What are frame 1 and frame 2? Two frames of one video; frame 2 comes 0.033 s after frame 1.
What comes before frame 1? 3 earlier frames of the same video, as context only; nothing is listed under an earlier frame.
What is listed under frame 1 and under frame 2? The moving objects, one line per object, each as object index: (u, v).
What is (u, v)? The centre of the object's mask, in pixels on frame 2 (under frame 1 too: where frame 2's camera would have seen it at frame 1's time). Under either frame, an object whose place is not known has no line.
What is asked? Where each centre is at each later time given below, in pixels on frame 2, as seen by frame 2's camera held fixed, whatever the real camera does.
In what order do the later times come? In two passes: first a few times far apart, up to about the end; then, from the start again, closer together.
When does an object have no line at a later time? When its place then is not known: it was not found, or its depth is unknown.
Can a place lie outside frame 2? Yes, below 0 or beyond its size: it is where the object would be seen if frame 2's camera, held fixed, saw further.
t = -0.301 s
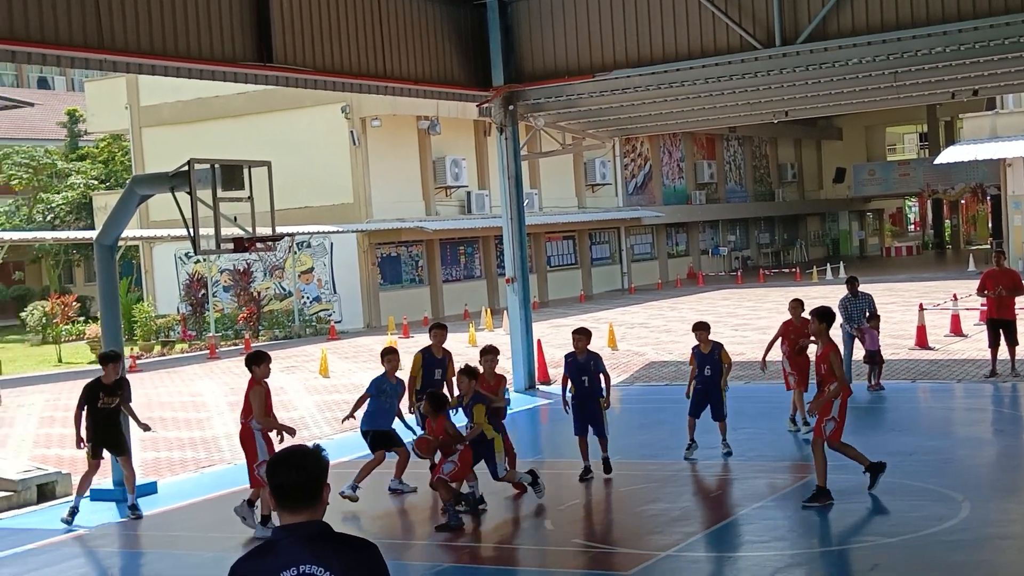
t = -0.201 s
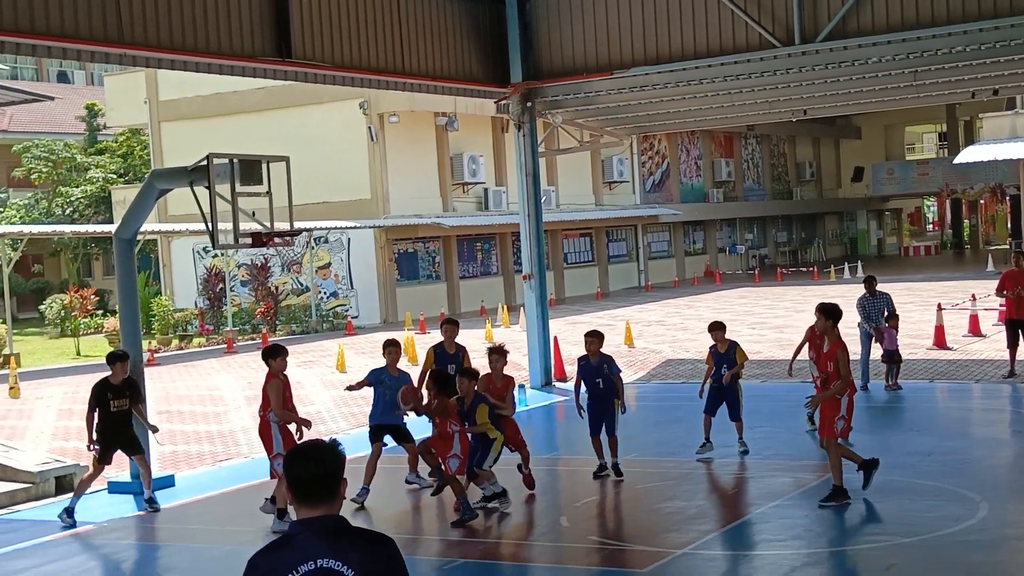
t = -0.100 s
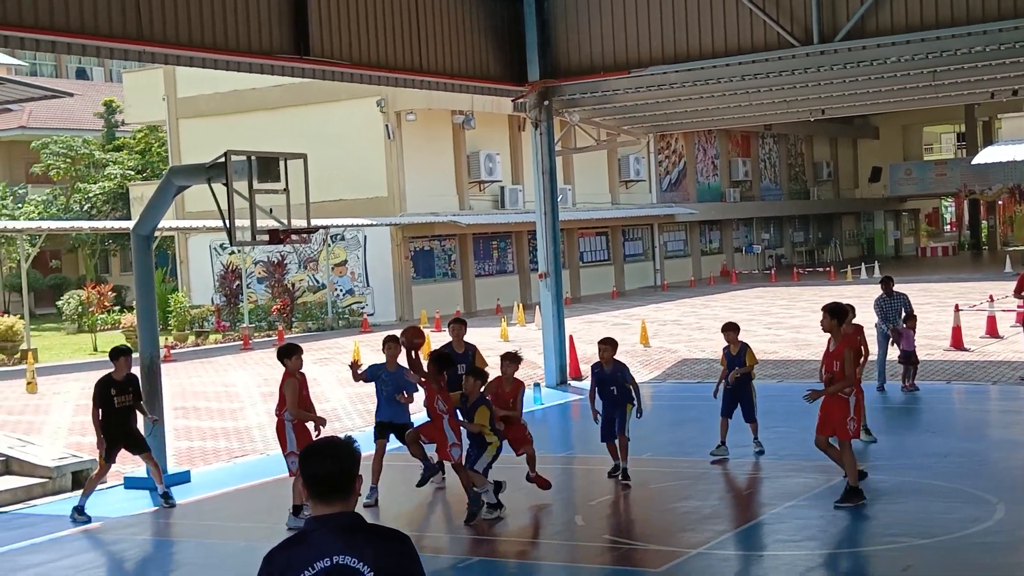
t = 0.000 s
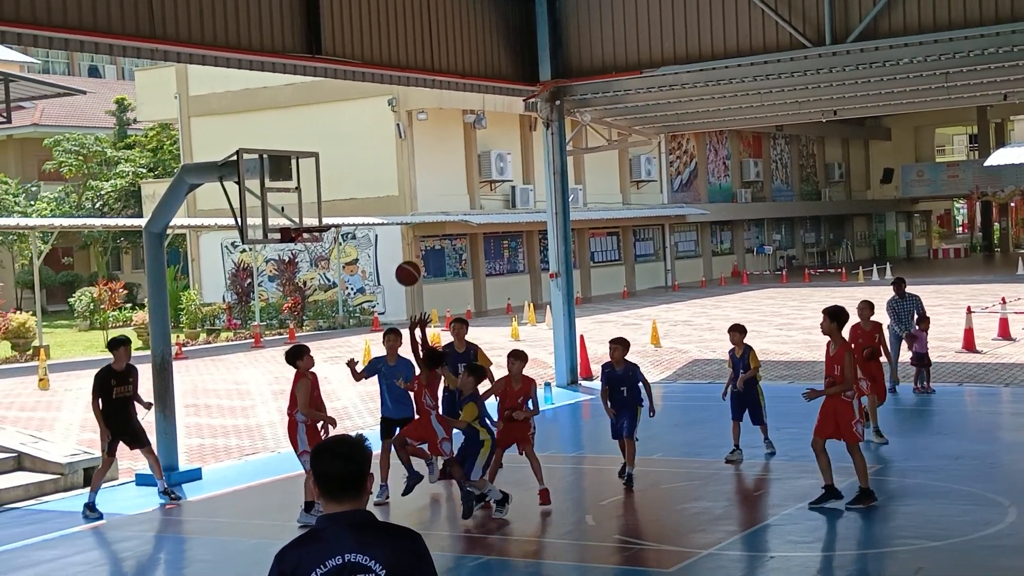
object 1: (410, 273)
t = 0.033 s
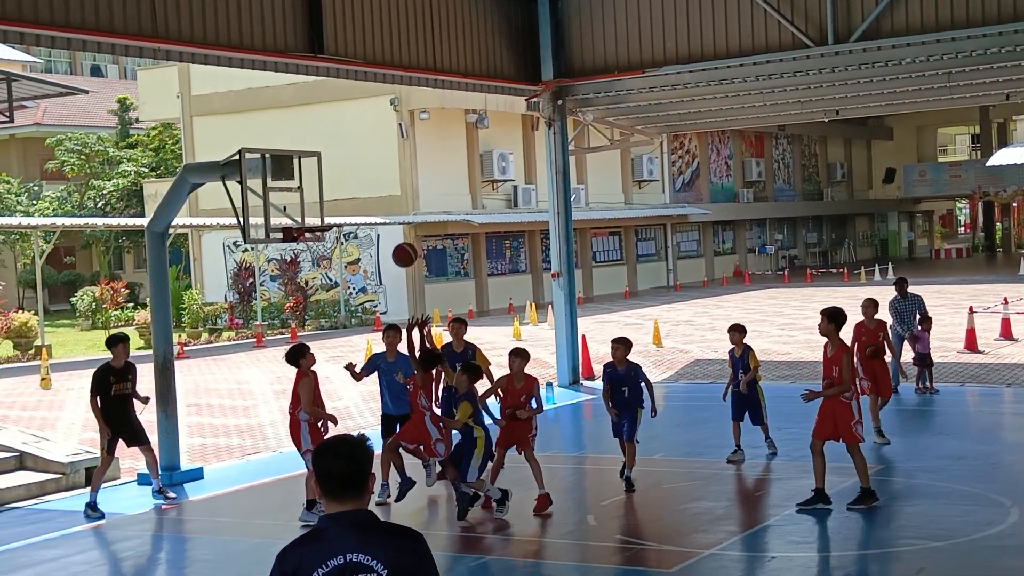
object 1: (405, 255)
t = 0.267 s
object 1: (374, 168)
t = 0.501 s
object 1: (342, 143)
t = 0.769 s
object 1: (317, 187)
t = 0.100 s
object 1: (395, 223)
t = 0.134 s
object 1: (390, 209)
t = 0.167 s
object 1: (385, 197)
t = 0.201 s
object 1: (381, 185)
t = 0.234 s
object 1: (378, 175)
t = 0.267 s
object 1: (374, 168)
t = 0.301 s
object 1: (370, 159)
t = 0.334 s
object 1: (366, 153)
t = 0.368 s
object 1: (361, 150)
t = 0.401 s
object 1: (354, 146)
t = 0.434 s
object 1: (350, 144)
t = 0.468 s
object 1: (346, 143)
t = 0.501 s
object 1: (342, 143)
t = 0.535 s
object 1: (339, 145)
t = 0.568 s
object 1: (335, 147)
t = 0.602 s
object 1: (332, 151)
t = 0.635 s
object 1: (328, 156)
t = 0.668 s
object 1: (326, 163)
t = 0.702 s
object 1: (323, 170)
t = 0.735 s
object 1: (320, 178)
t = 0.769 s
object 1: (317, 187)
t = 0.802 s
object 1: (315, 198)
